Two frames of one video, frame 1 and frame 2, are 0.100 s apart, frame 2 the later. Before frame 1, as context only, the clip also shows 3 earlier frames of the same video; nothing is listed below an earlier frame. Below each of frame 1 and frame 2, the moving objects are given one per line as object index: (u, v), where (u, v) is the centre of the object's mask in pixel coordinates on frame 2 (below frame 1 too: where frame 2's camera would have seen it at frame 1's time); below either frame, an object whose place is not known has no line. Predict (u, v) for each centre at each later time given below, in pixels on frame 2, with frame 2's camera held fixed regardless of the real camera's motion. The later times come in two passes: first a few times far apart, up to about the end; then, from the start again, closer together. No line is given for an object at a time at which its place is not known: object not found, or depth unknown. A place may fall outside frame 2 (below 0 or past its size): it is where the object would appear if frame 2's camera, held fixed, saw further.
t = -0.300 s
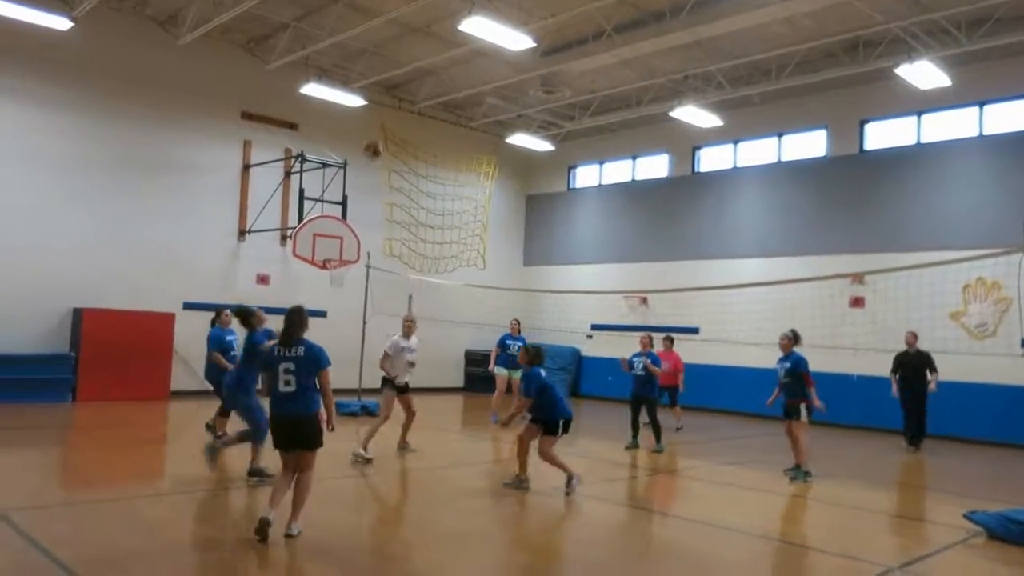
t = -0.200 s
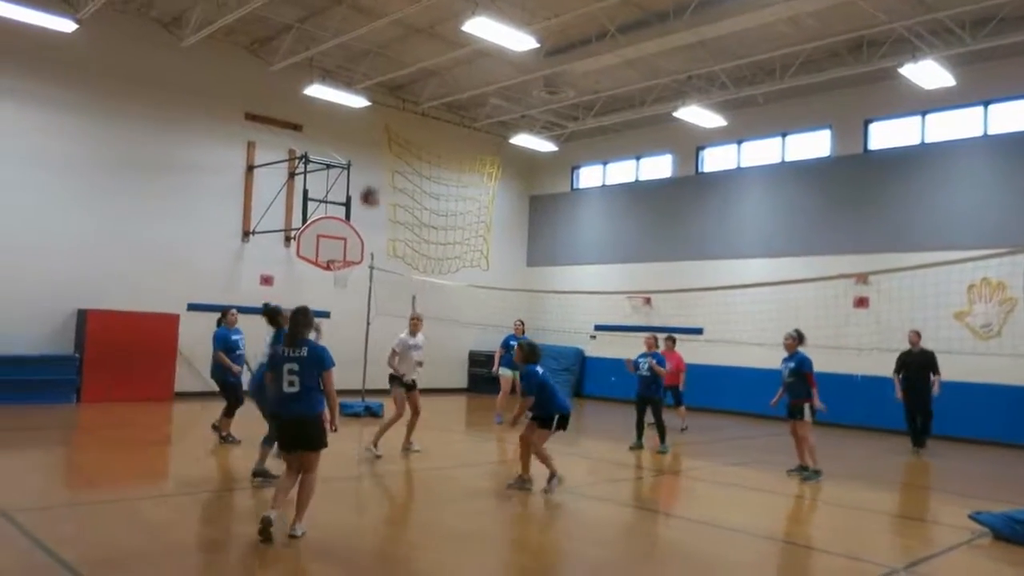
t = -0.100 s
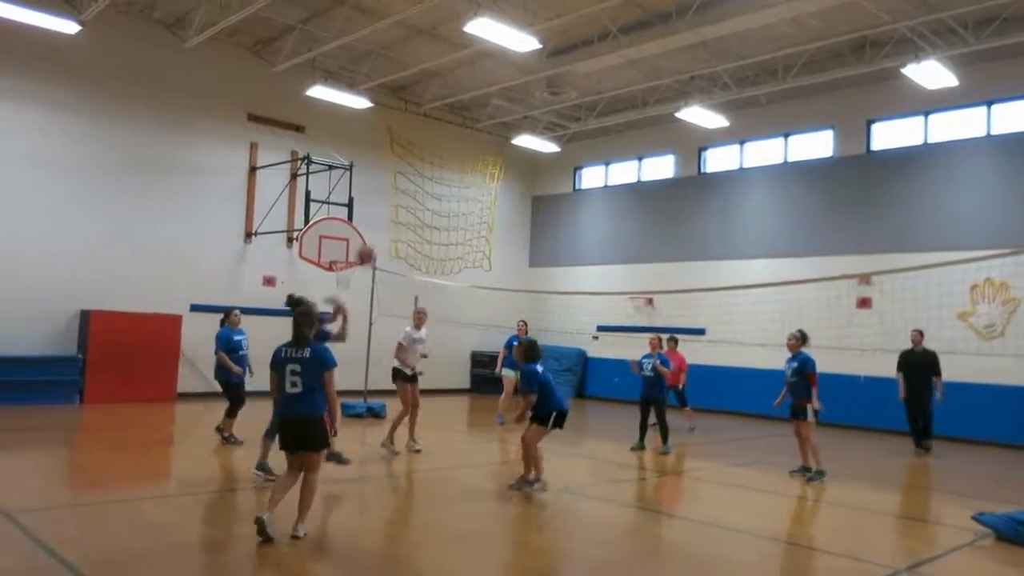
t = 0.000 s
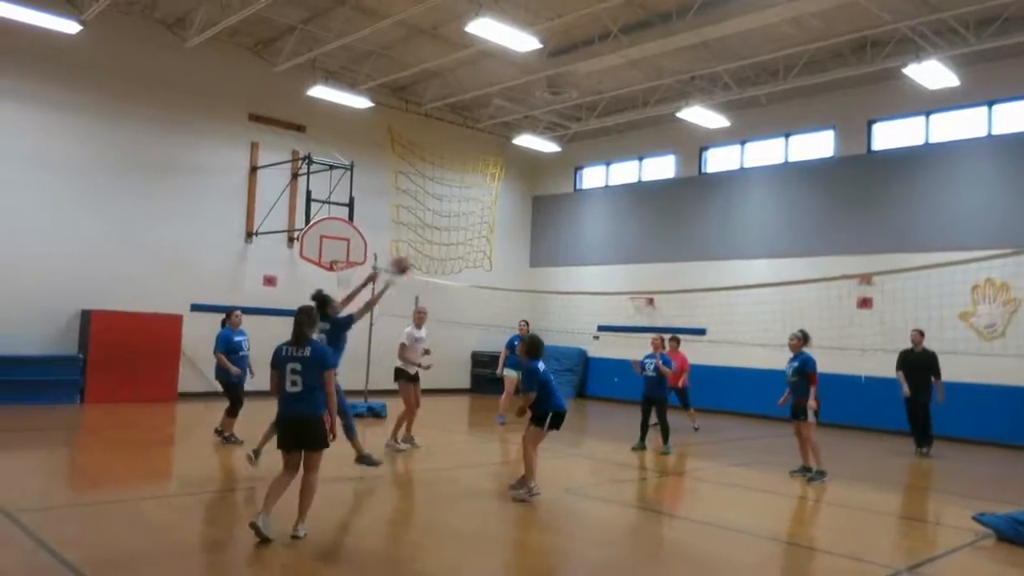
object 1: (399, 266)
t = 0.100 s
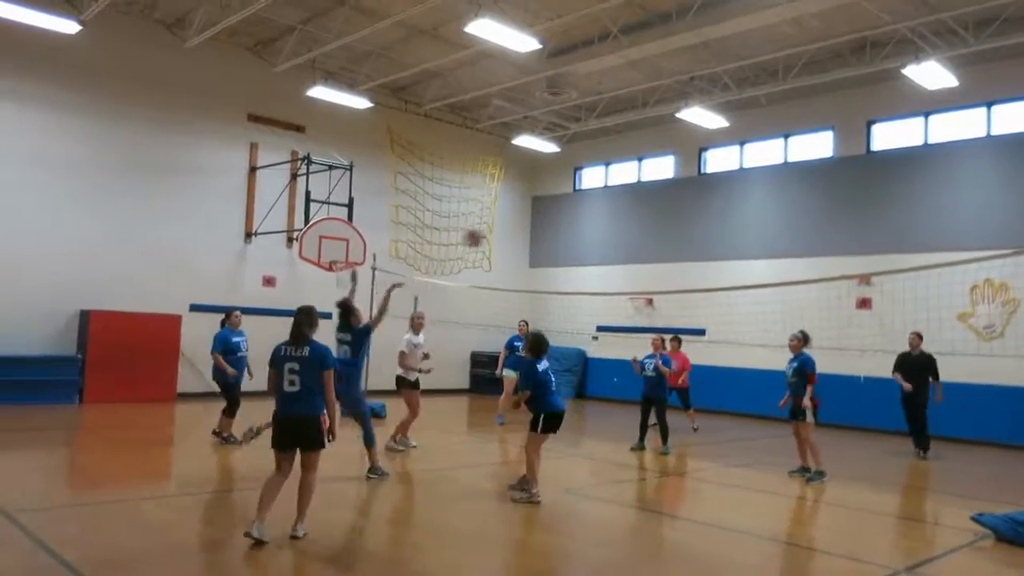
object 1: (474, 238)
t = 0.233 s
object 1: (558, 218)
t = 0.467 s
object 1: (679, 223)
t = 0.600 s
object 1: (733, 245)
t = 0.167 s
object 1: (517, 226)
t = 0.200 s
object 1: (539, 221)
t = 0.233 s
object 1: (558, 218)
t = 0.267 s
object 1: (578, 217)
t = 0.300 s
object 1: (598, 216)
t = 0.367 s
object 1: (634, 218)
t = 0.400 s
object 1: (649, 218)
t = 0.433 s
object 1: (665, 220)
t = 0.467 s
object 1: (679, 223)
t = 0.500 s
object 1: (693, 227)
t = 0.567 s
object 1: (721, 238)
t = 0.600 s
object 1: (733, 245)
